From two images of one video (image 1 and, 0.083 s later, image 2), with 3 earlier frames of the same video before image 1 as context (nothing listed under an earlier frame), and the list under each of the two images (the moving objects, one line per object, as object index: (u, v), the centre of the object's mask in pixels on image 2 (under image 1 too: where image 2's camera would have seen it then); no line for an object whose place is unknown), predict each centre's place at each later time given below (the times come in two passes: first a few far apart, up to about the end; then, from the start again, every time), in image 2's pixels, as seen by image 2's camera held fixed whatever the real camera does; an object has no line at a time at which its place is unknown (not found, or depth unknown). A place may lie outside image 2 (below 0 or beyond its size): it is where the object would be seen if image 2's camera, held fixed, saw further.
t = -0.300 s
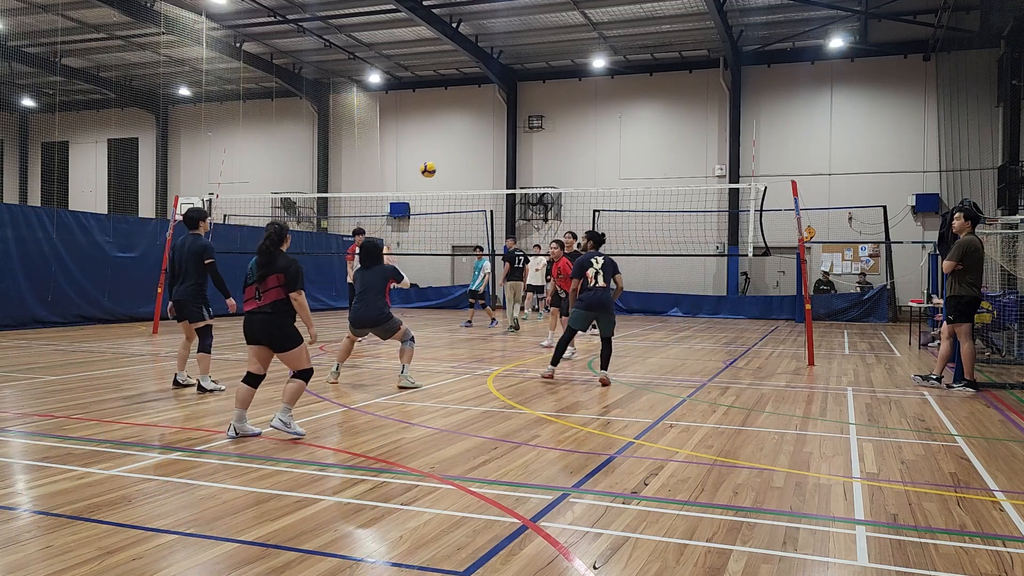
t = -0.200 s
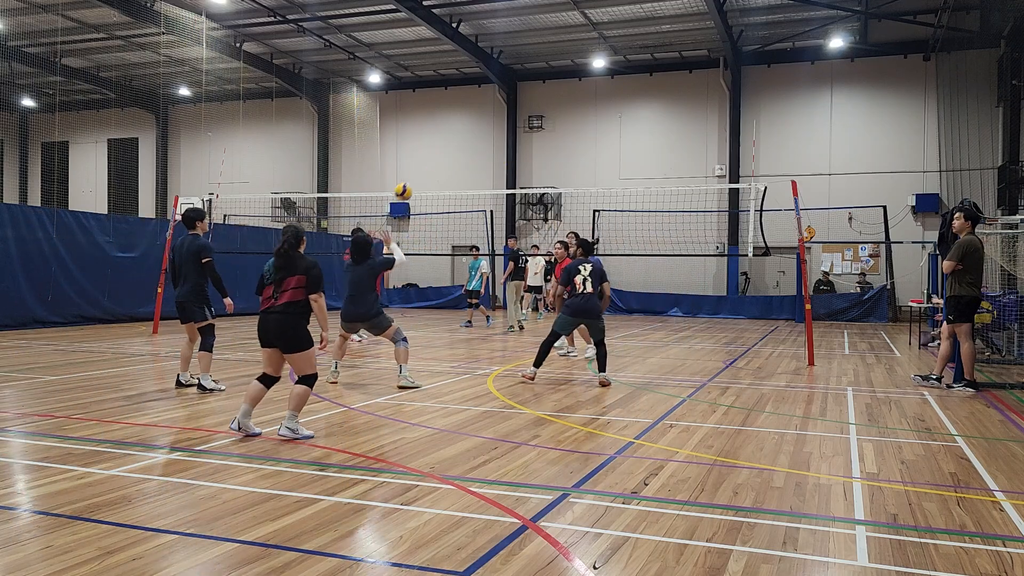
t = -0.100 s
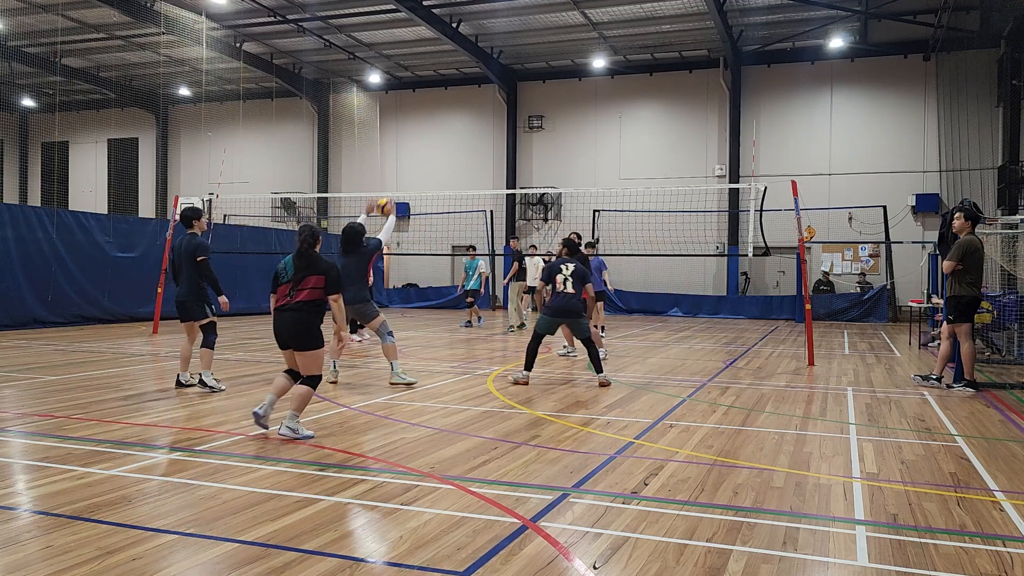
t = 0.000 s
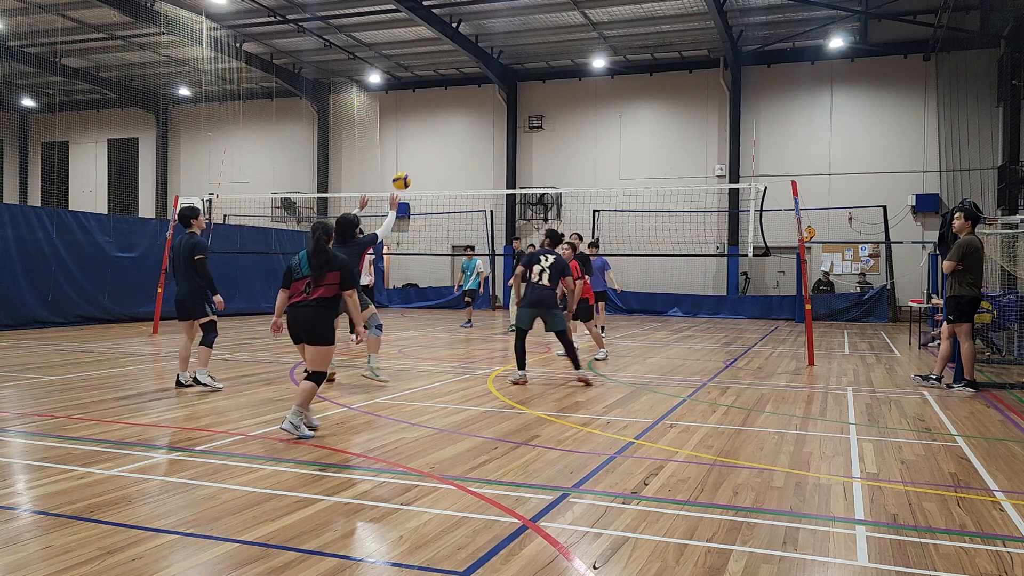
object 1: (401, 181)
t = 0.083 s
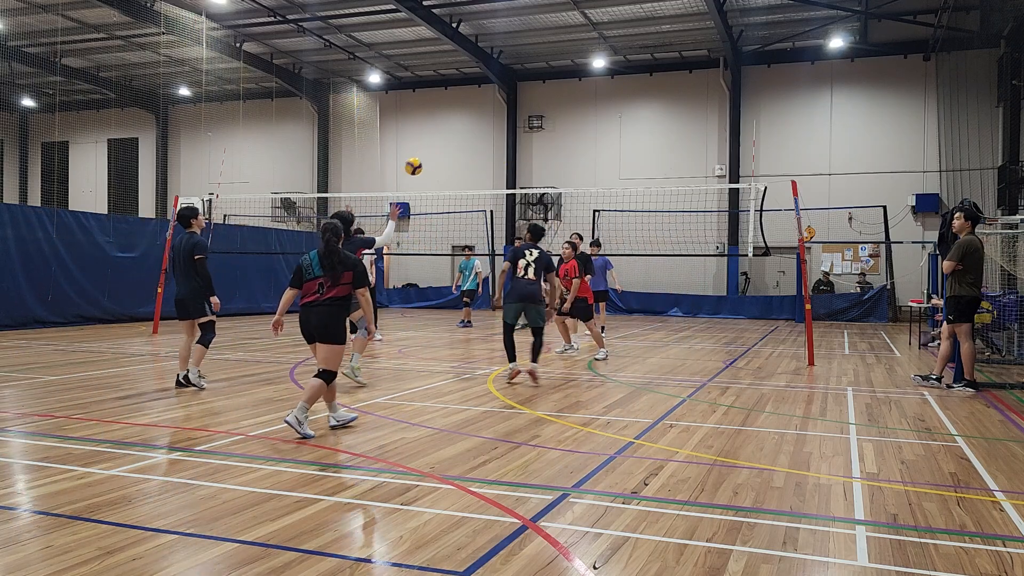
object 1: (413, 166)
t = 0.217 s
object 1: (431, 157)
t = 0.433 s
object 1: (456, 171)
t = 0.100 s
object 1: (416, 164)
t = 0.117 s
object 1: (418, 162)
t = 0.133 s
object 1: (420, 161)
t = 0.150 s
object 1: (422, 159)
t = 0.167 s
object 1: (425, 158)
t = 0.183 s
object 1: (427, 157)
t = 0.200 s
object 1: (429, 157)
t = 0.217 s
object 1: (431, 157)
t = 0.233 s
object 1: (433, 156)
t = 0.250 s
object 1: (435, 157)
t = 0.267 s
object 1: (437, 157)
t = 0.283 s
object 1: (439, 158)
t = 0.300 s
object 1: (441, 158)
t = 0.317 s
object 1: (443, 159)
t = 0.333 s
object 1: (445, 160)
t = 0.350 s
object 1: (447, 162)
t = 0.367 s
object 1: (449, 163)
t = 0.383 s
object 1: (451, 165)
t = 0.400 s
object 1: (453, 167)
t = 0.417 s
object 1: (455, 169)
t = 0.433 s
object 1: (456, 171)
